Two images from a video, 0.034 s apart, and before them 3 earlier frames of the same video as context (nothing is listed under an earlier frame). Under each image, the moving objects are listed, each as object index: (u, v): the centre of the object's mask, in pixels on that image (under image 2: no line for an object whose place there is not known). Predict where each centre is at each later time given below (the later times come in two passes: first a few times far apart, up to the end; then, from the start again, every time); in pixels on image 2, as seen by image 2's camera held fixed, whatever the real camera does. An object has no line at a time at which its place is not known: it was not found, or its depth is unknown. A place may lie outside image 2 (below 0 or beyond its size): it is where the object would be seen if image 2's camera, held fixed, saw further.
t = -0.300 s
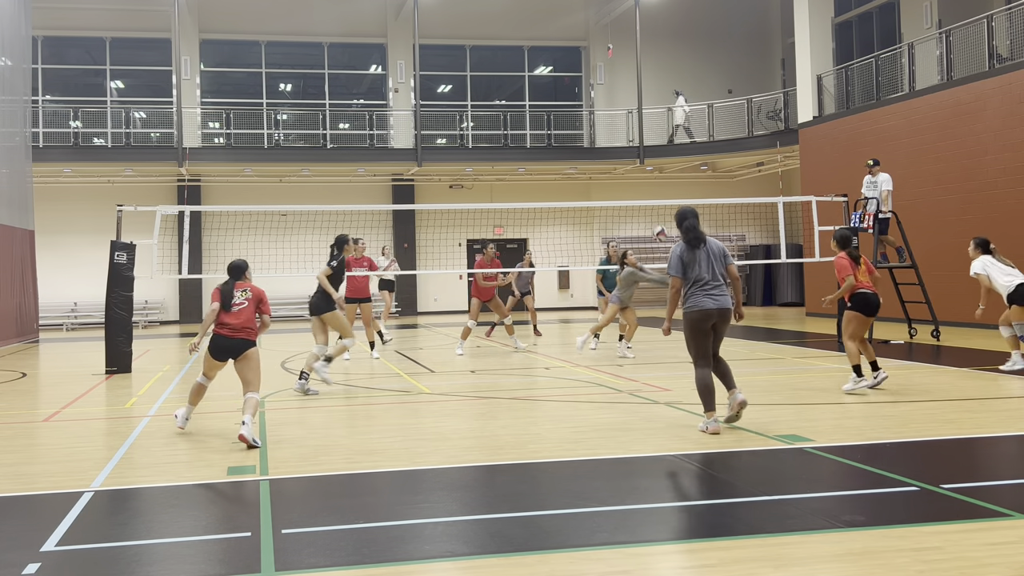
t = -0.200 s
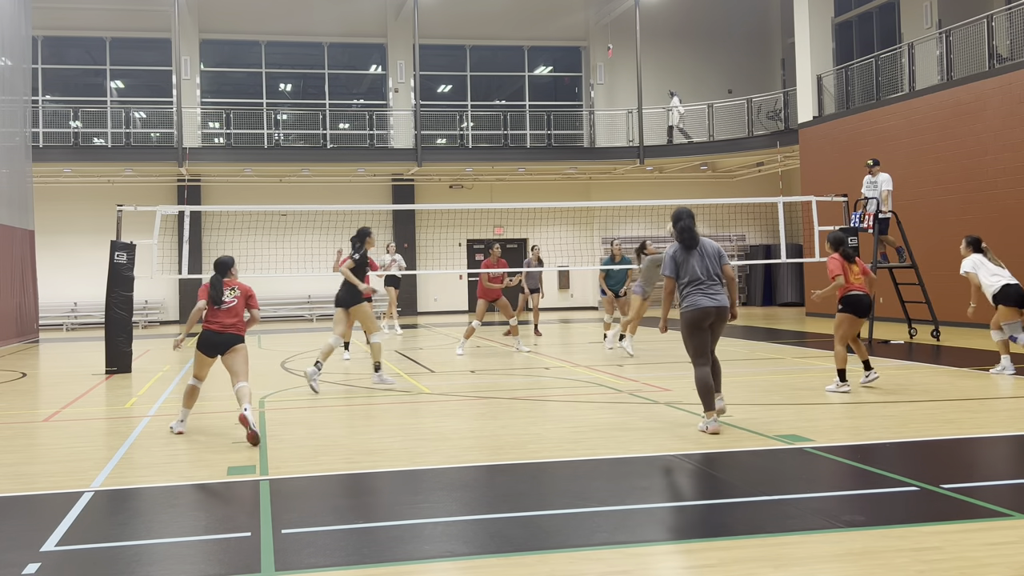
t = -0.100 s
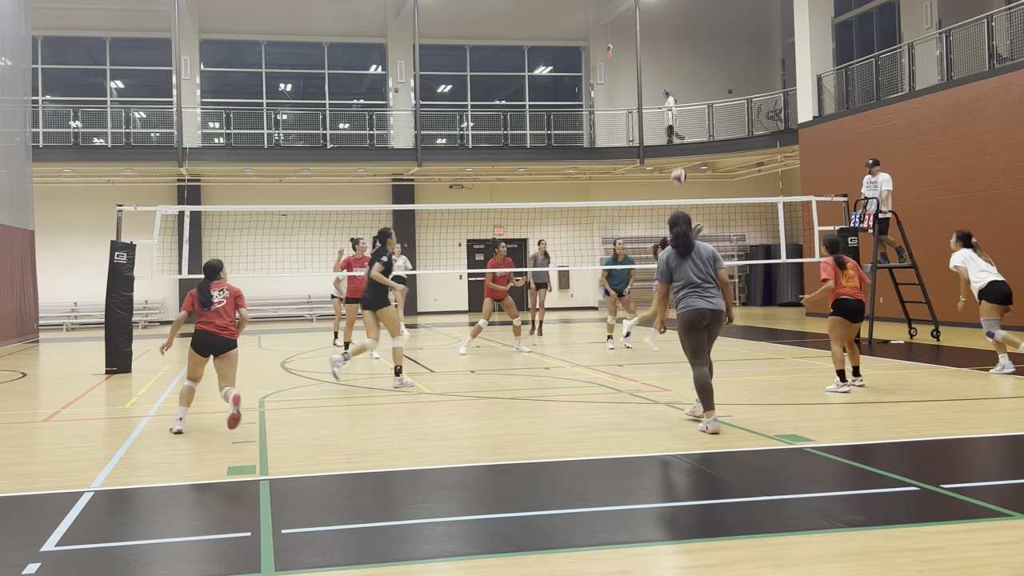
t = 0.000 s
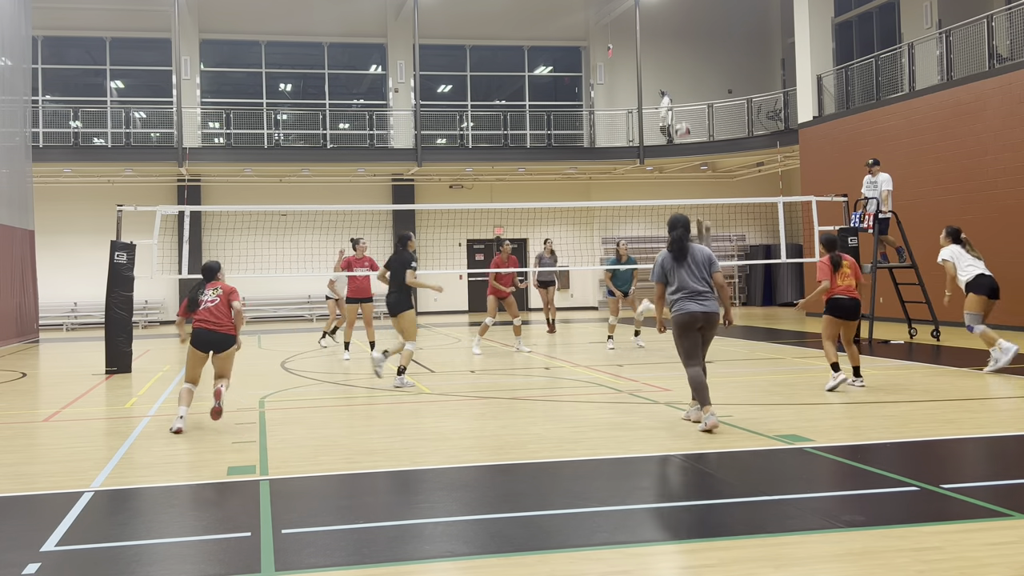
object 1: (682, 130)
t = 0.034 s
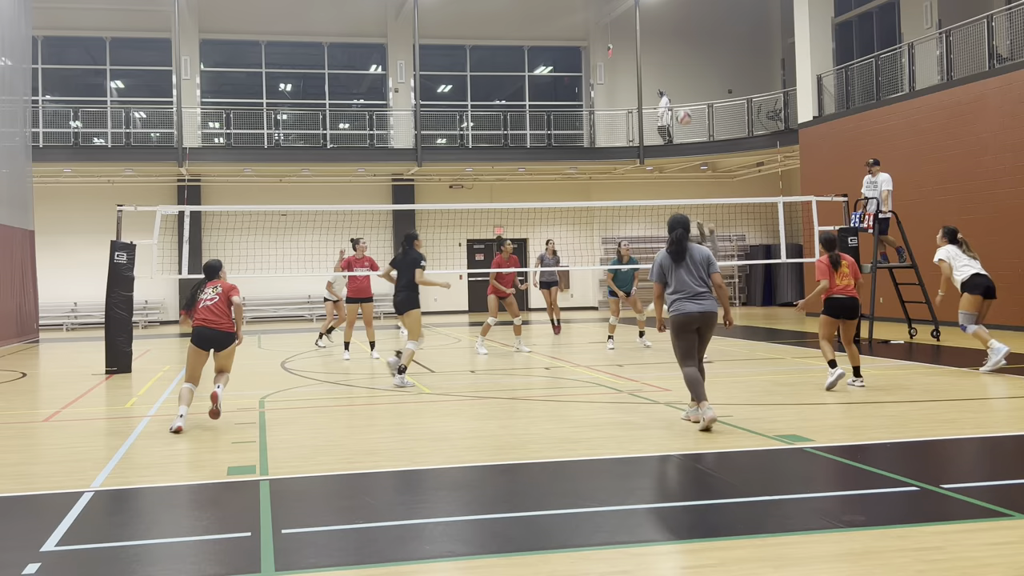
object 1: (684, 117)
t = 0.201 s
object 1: (690, 63)
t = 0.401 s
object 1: (699, 25)
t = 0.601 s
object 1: (708, 16)
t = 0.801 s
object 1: (718, 34)
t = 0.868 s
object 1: (721, 47)
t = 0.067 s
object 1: (685, 104)
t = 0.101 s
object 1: (686, 93)
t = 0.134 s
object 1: (687, 82)
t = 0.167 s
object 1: (689, 72)
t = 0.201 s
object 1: (690, 63)
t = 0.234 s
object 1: (692, 55)
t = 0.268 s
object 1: (693, 47)
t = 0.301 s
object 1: (694, 41)
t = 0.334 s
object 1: (696, 35)
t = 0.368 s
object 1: (698, 29)
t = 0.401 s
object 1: (699, 25)
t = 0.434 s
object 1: (700, 21)
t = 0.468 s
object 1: (701, 19)
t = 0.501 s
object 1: (703, 17)
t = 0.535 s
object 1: (705, 16)
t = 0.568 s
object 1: (706, 16)
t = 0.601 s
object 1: (708, 16)
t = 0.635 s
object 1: (709, 17)
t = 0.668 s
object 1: (711, 19)
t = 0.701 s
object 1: (713, 22)
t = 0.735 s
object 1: (715, 25)
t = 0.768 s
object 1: (716, 29)
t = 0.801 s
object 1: (718, 34)
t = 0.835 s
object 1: (719, 40)
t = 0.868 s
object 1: (721, 47)
